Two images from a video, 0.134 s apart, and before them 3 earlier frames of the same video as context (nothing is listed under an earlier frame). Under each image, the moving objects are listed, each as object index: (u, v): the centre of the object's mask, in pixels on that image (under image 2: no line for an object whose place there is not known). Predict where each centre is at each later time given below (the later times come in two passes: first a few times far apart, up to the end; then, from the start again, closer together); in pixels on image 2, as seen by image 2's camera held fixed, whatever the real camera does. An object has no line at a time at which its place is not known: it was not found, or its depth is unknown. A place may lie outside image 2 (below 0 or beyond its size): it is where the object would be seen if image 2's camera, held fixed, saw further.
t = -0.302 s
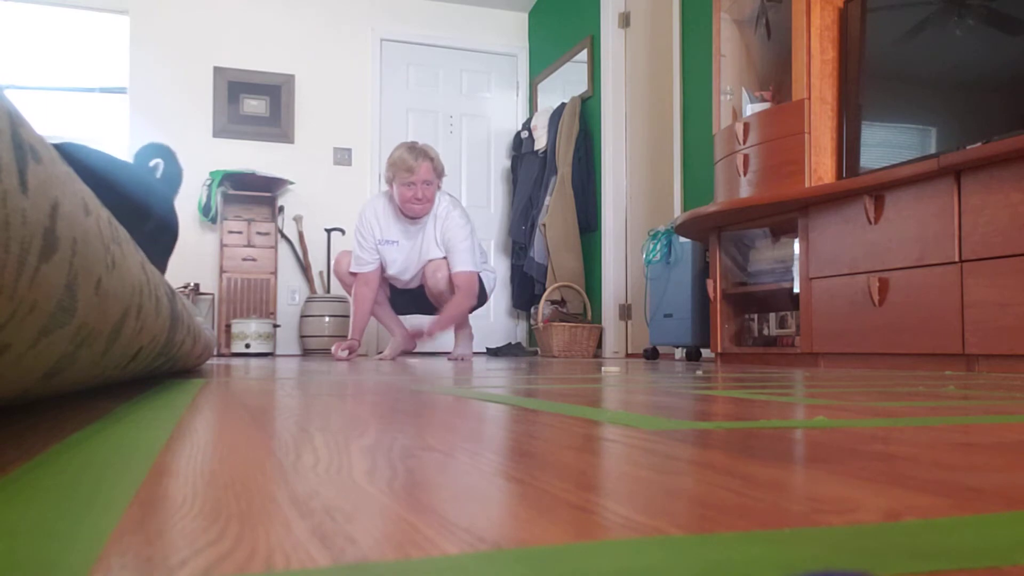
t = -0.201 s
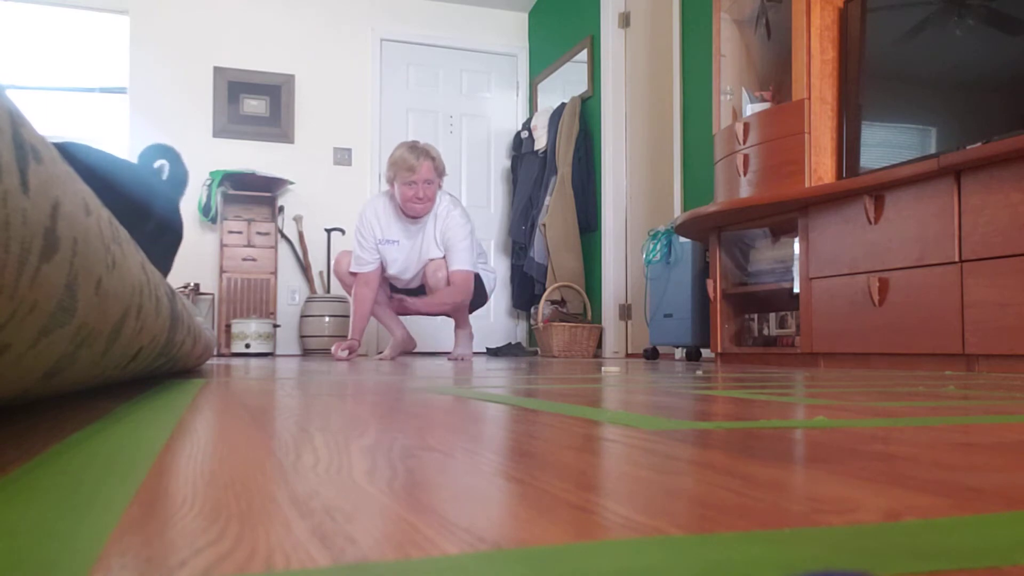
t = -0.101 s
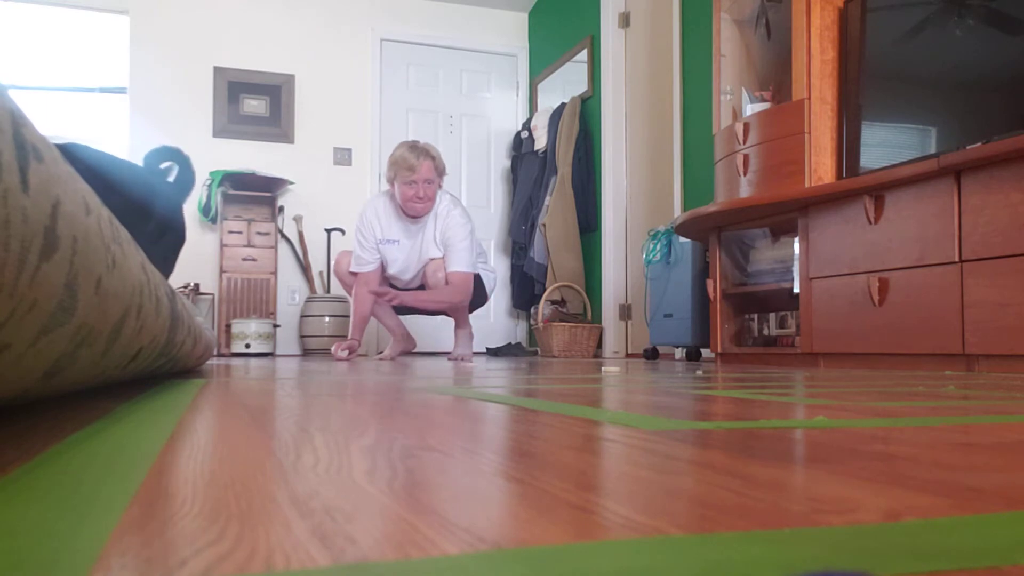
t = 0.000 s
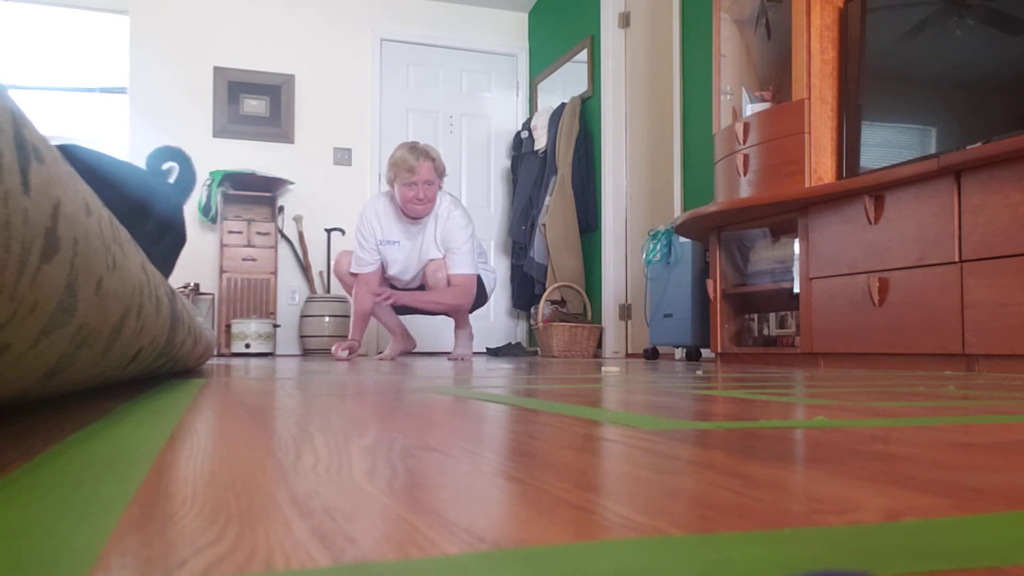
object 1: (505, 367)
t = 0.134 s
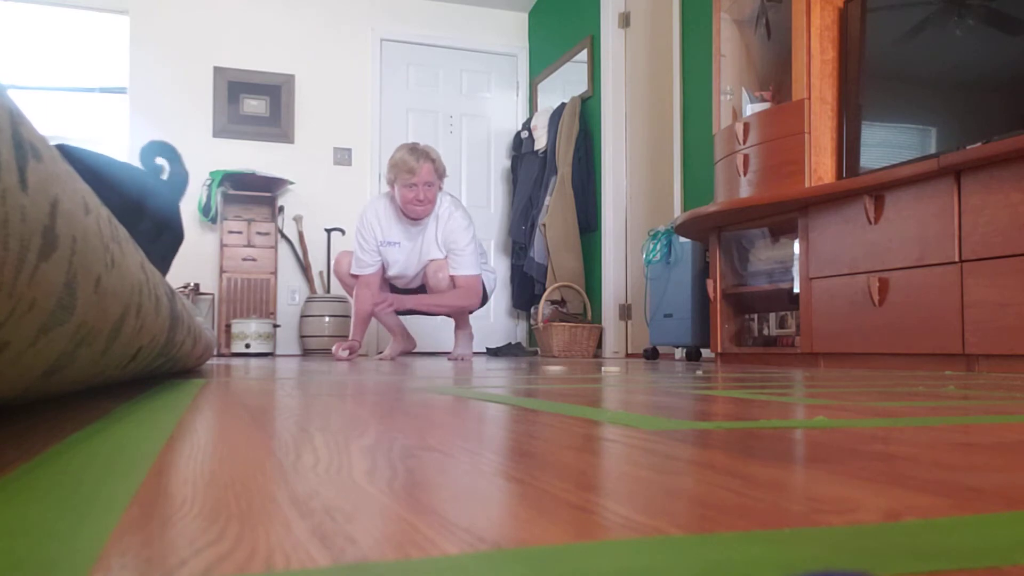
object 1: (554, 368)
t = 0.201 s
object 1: (582, 370)
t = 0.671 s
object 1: (789, 383)
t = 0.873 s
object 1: (842, 386)
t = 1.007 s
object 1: (847, 385)
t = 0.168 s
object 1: (568, 369)
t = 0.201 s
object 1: (582, 370)
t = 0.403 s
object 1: (673, 376)
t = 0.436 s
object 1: (688, 378)
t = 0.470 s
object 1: (705, 378)
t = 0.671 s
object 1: (789, 383)
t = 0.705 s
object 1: (801, 384)
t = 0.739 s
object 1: (812, 385)
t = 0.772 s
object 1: (822, 385)
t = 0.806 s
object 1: (831, 385)
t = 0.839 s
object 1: (837, 385)
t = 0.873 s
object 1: (842, 386)
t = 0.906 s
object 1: (845, 386)
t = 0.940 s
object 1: (847, 386)
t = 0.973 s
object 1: (847, 385)
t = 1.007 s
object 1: (847, 385)
